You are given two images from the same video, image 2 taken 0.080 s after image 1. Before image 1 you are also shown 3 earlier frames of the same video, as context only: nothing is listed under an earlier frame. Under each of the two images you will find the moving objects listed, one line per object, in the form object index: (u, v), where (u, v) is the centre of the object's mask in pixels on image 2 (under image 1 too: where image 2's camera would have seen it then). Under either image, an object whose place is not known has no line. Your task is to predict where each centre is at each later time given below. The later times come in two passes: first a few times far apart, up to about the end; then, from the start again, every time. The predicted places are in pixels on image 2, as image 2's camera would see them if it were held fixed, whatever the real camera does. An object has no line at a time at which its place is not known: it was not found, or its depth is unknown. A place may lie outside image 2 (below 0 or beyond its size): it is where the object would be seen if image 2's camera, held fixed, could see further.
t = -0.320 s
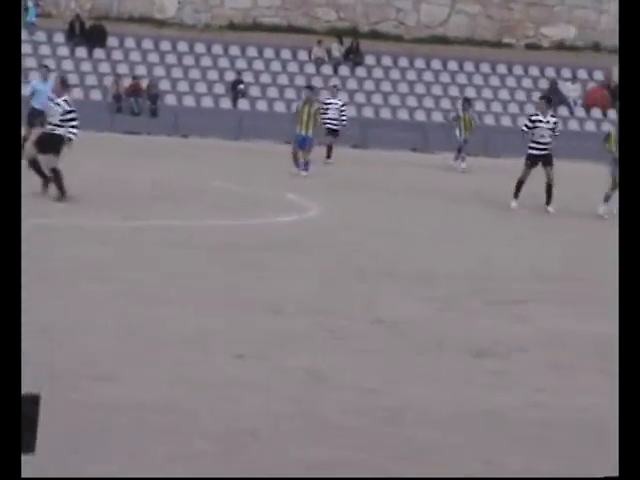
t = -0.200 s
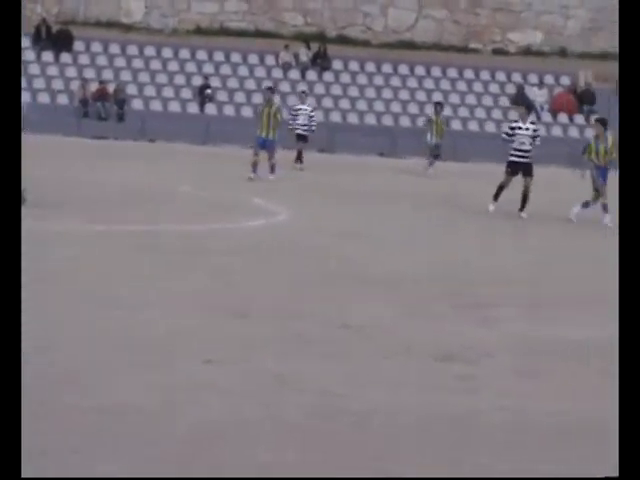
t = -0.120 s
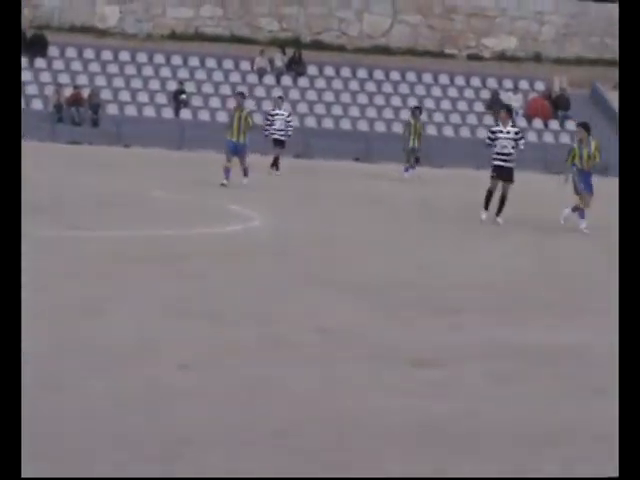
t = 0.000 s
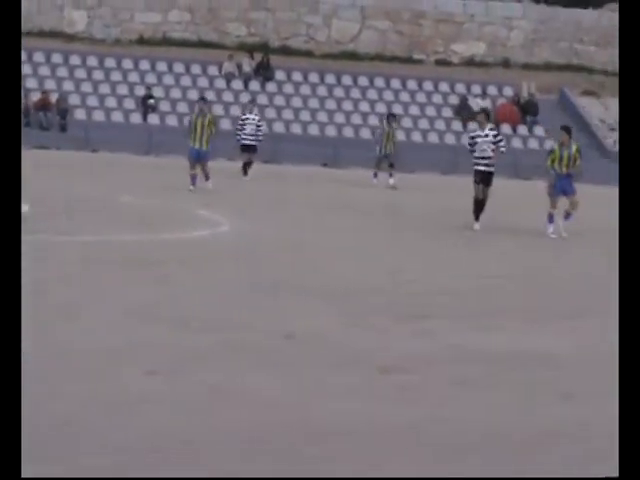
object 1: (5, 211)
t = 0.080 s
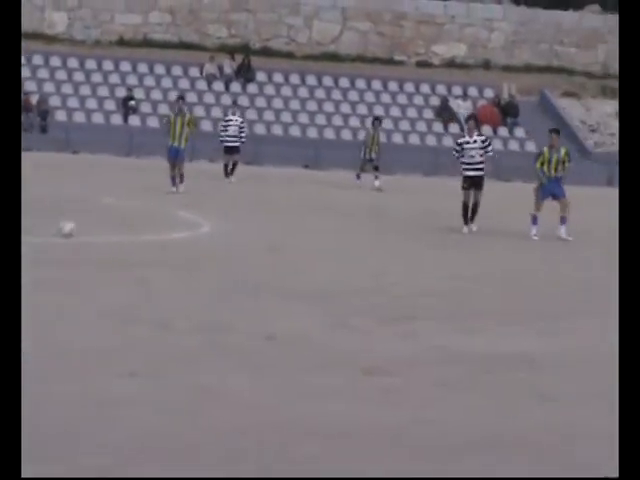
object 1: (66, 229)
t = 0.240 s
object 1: (171, 225)
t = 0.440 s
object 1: (295, 251)
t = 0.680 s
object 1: (425, 256)
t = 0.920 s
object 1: (554, 263)
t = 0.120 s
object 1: (95, 227)
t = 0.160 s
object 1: (121, 226)
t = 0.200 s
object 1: (146, 225)
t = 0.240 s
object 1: (171, 225)
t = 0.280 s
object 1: (196, 229)
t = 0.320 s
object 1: (222, 231)
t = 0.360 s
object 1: (246, 237)
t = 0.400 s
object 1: (272, 243)
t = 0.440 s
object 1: (295, 251)
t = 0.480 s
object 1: (317, 249)
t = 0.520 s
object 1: (339, 247)
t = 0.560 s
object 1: (360, 246)
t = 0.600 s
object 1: (383, 249)
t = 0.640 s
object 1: (403, 251)
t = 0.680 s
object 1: (425, 256)
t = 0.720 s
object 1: (446, 262)
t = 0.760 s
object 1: (467, 270)
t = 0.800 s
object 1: (490, 266)
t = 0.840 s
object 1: (512, 264)
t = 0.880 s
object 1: (534, 263)
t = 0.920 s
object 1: (554, 263)
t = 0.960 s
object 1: (576, 264)
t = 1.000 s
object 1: (597, 268)
